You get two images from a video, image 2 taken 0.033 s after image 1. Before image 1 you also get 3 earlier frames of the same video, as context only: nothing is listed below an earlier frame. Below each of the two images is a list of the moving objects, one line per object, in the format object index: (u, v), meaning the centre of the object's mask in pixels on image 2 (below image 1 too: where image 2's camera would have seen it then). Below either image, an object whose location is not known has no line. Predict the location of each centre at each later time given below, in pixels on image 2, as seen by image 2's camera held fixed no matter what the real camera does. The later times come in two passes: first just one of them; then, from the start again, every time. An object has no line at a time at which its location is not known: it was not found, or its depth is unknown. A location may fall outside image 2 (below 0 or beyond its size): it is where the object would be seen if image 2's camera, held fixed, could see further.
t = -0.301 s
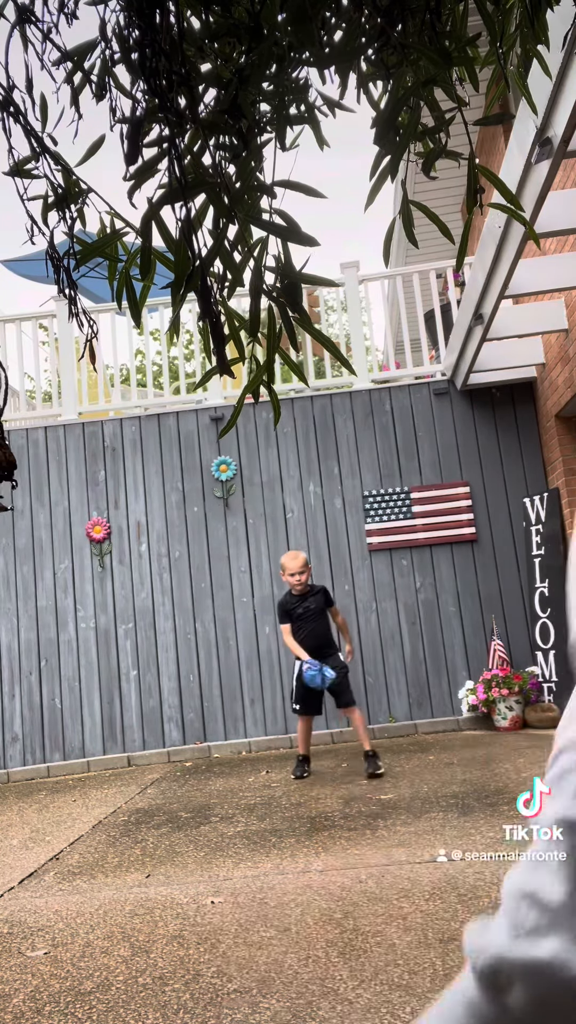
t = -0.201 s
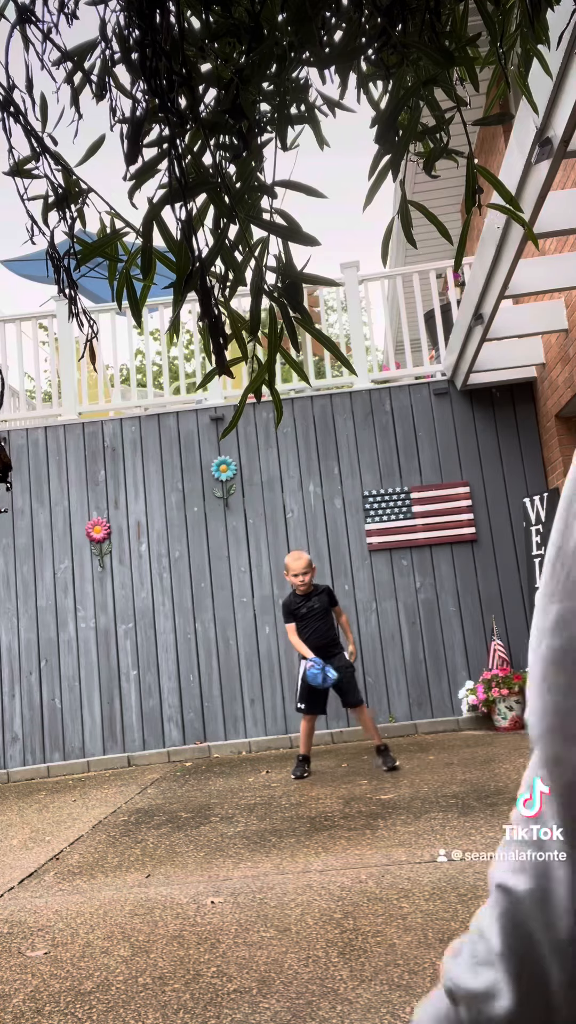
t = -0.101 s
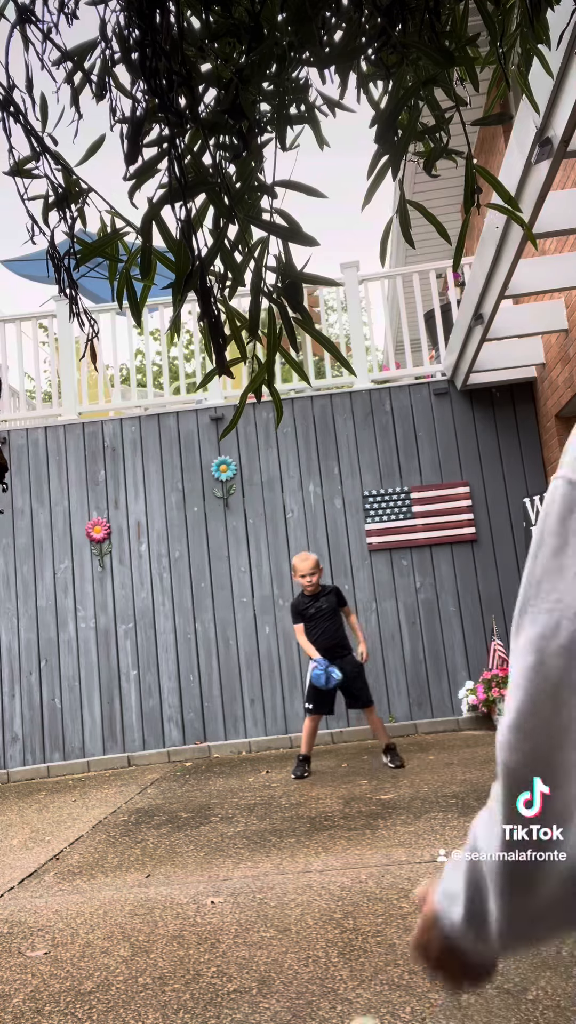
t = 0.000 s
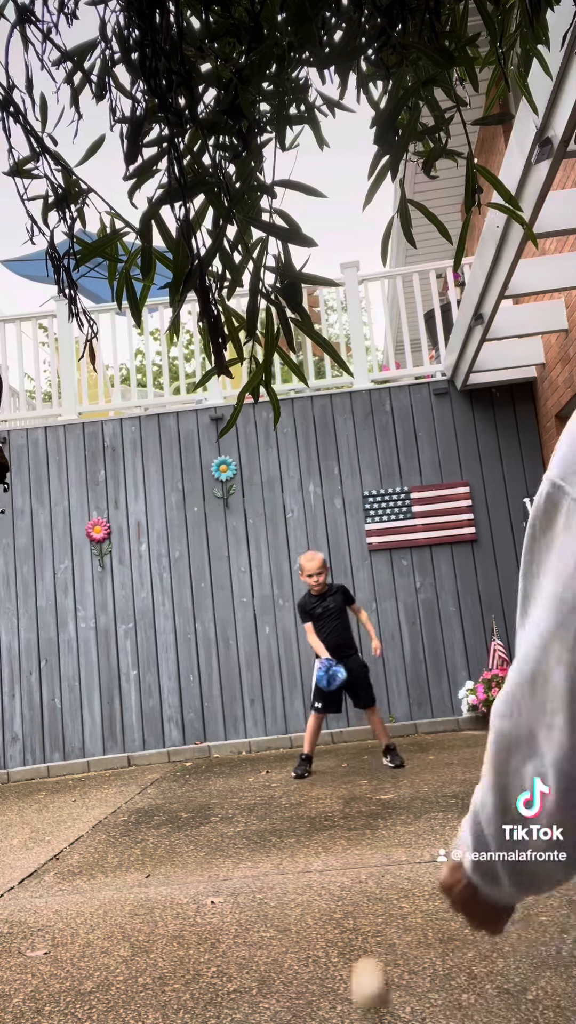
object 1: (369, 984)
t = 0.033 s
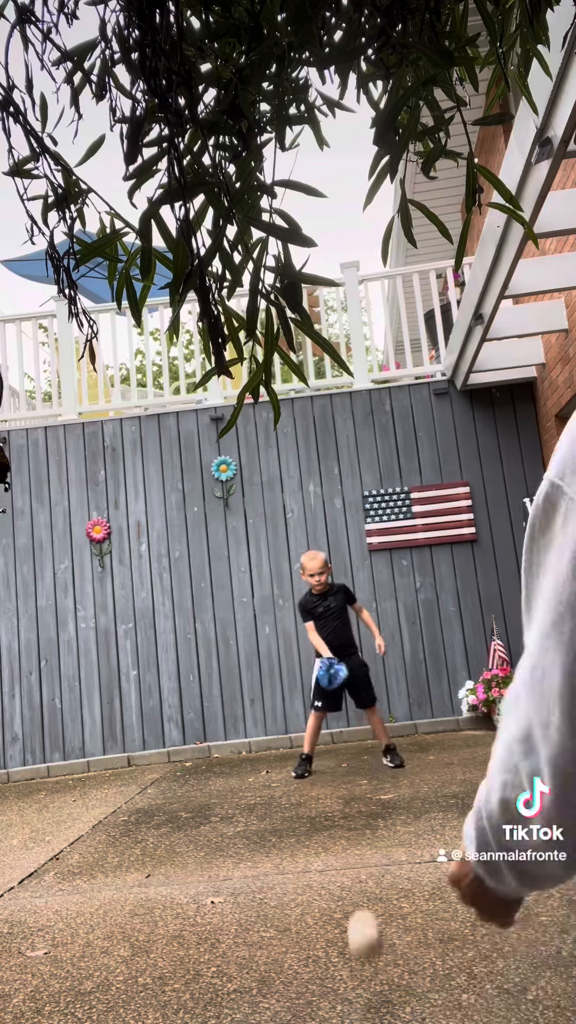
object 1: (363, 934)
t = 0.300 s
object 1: (354, 827)
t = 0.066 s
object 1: (360, 896)
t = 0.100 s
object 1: (357, 868)
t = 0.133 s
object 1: (356, 847)
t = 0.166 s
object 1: (354, 835)
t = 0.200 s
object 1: (354, 826)
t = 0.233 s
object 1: (354, 823)
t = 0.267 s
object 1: (354, 823)
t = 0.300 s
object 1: (354, 827)
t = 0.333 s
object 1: (356, 834)
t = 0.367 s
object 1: (355, 832)
